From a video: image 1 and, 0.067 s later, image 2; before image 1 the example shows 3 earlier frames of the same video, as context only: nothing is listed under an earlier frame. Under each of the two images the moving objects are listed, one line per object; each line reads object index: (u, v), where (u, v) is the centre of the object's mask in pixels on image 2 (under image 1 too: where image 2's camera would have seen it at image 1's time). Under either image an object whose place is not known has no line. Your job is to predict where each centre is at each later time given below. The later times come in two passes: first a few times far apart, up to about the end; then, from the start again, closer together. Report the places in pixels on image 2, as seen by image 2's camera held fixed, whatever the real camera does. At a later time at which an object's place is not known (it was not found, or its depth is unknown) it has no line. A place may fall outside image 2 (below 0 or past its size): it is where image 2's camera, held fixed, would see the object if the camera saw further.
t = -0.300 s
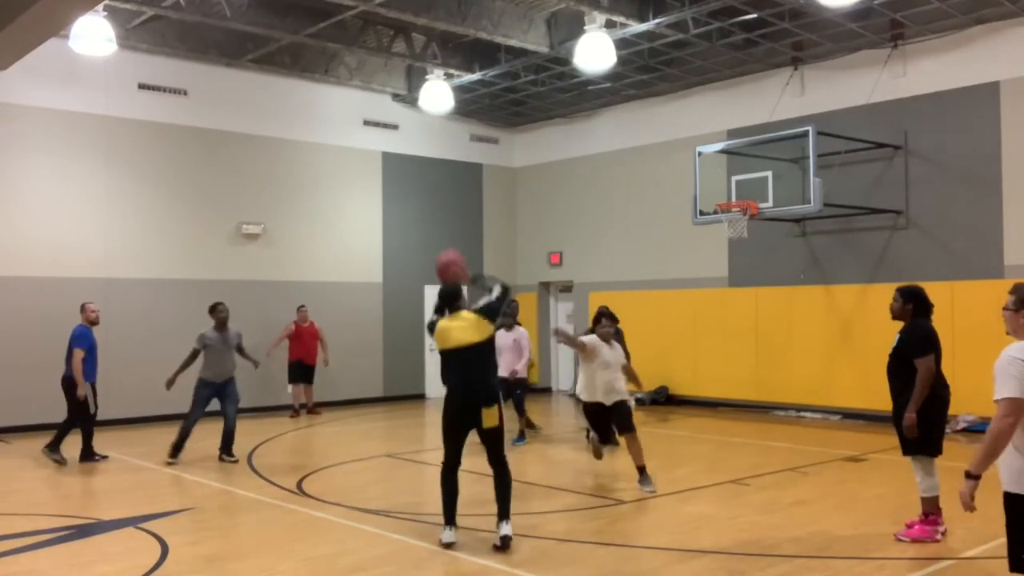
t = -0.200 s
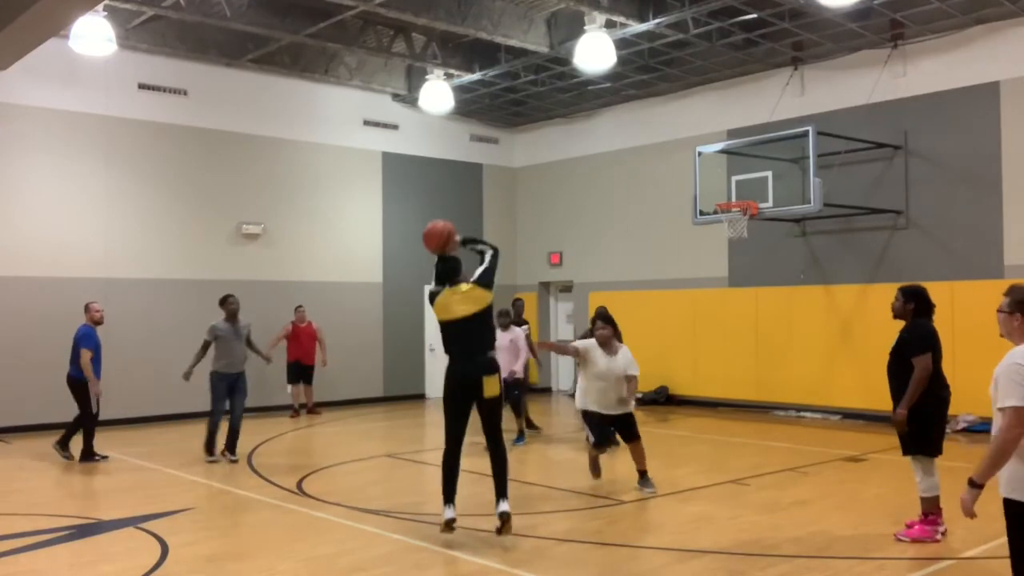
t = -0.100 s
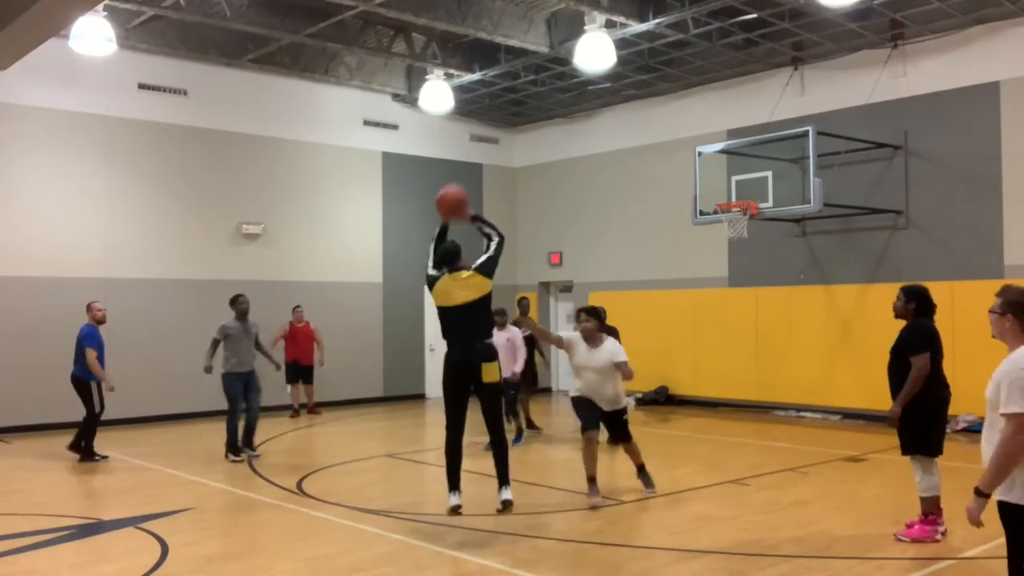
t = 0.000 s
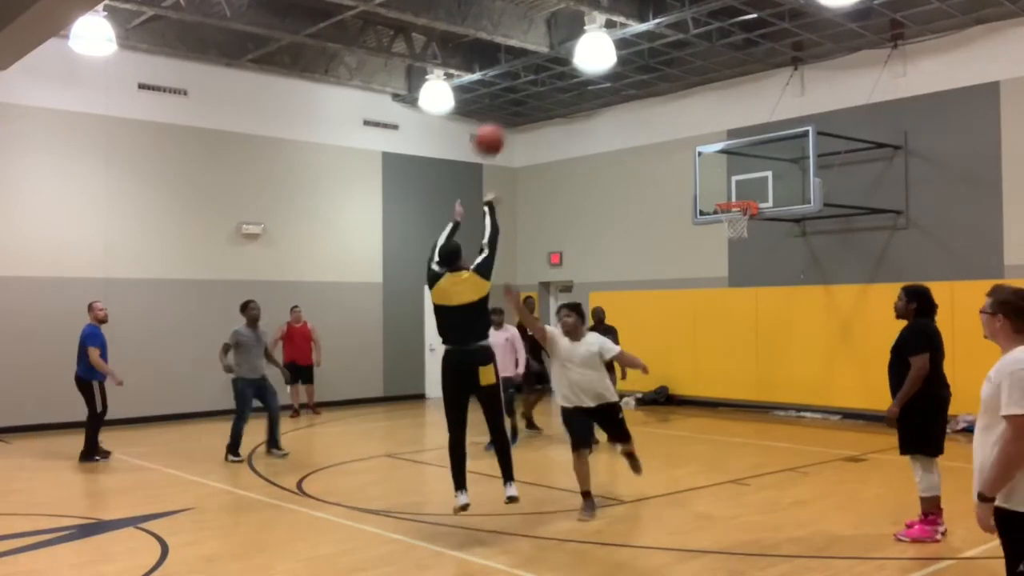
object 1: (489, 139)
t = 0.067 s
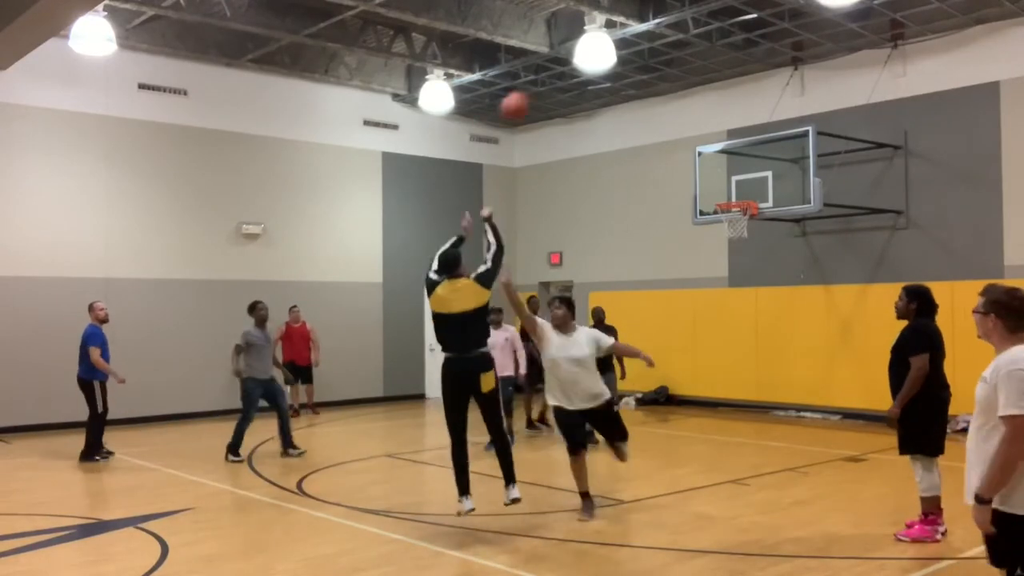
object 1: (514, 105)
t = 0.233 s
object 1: (569, 58)
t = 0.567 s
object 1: (655, 59)
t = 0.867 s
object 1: (711, 132)
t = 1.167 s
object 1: (728, 246)
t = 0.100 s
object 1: (527, 93)
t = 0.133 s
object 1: (539, 82)
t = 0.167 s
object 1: (550, 72)
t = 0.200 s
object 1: (560, 64)
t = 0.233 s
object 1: (569, 58)
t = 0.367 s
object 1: (611, 44)
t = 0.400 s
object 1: (619, 44)
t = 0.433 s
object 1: (627, 45)
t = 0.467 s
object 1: (635, 48)
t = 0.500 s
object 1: (642, 51)
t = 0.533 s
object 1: (649, 53)
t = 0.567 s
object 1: (655, 59)
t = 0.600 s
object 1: (661, 62)
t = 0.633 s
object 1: (670, 69)
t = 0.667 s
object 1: (676, 76)
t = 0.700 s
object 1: (683, 84)
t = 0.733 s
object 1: (689, 92)
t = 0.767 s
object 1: (695, 101)
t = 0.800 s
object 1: (701, 111)
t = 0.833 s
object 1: (706, 121)
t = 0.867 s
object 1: (711, 132)
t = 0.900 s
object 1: (717, 144)
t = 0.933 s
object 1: (722, 156)
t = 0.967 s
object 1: (726, 169)
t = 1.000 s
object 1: (732, 182)
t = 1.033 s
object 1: (736, 194)
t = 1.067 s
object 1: (740, 209)
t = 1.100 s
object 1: (741, 217)
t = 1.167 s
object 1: (728, 246)
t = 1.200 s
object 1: (725, 260)
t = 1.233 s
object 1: (721, 275)
